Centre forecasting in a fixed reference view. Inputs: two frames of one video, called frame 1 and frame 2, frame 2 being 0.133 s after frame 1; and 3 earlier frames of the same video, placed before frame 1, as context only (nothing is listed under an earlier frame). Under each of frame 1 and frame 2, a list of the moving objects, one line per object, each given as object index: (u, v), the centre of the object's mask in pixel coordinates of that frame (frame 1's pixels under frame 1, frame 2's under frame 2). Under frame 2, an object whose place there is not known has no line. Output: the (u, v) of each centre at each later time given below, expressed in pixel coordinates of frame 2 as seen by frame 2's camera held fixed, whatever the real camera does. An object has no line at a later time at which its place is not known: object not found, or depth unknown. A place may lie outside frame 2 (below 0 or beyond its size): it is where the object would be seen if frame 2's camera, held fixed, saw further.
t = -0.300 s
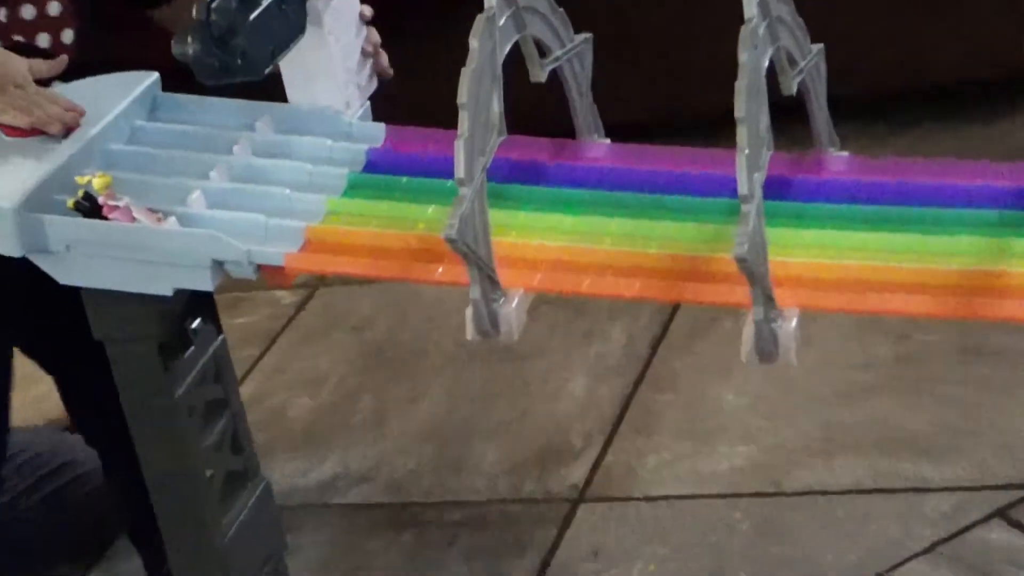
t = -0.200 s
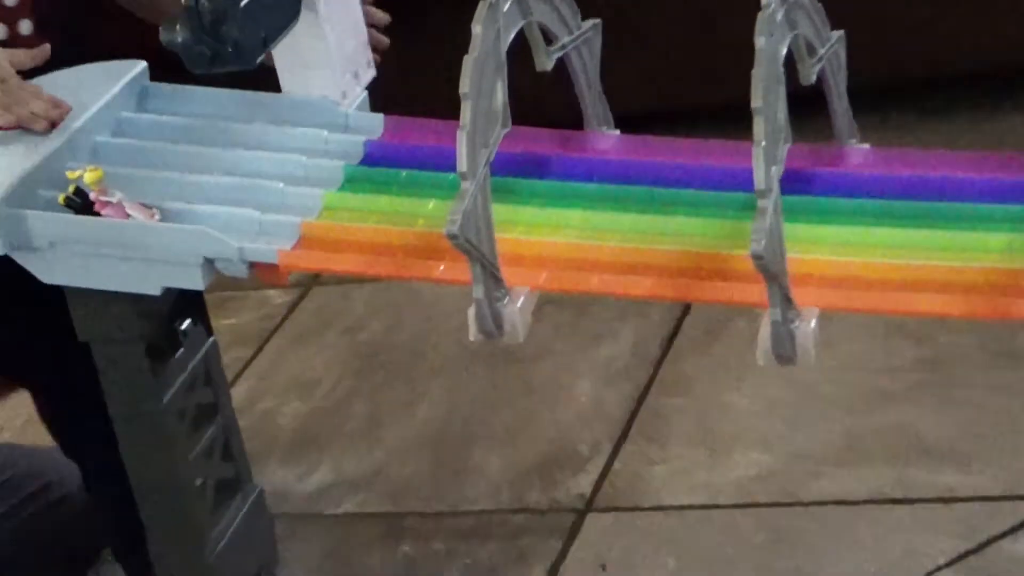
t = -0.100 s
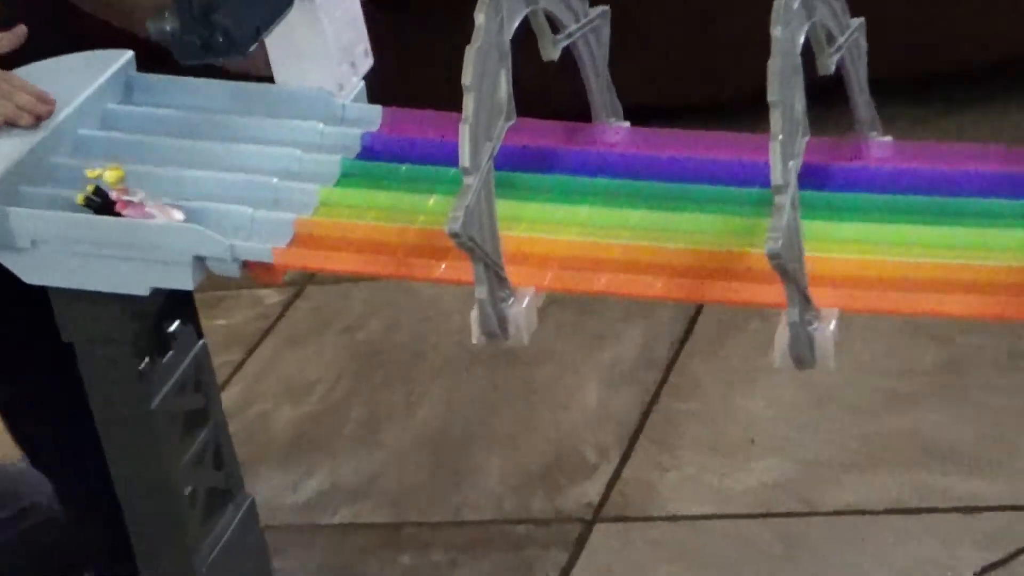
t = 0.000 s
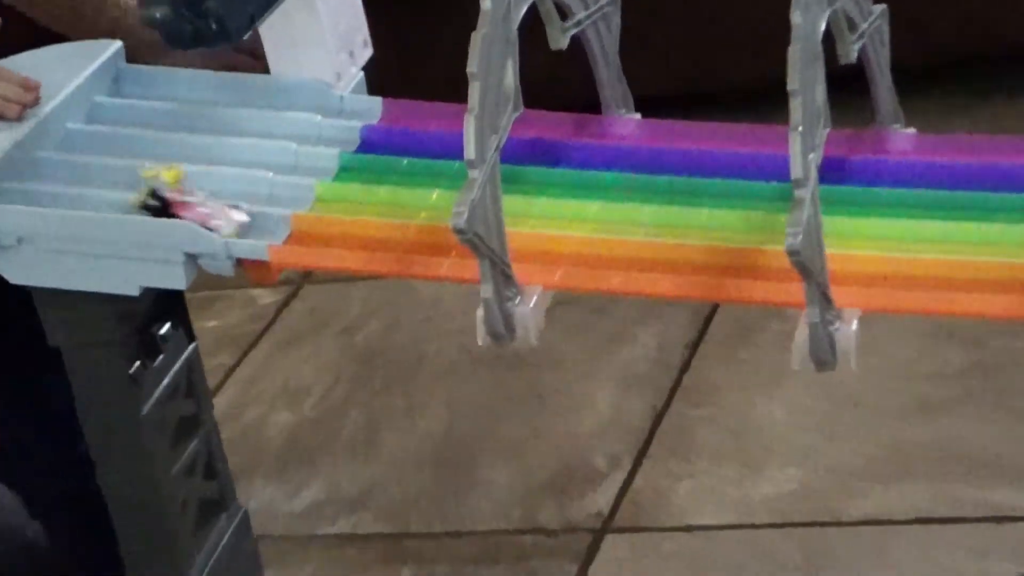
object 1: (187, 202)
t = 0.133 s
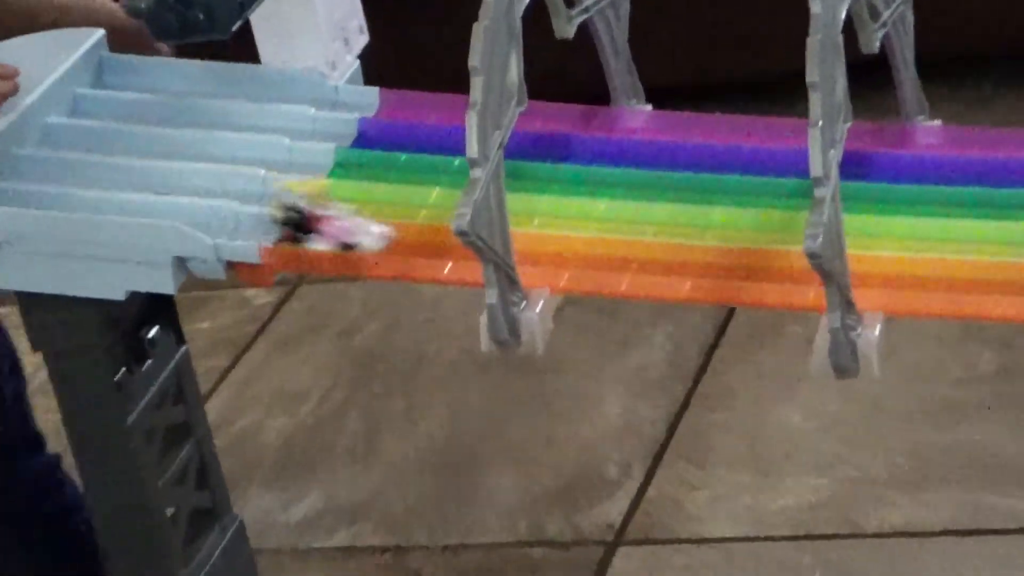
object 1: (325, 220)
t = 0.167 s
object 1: (378, 224)
